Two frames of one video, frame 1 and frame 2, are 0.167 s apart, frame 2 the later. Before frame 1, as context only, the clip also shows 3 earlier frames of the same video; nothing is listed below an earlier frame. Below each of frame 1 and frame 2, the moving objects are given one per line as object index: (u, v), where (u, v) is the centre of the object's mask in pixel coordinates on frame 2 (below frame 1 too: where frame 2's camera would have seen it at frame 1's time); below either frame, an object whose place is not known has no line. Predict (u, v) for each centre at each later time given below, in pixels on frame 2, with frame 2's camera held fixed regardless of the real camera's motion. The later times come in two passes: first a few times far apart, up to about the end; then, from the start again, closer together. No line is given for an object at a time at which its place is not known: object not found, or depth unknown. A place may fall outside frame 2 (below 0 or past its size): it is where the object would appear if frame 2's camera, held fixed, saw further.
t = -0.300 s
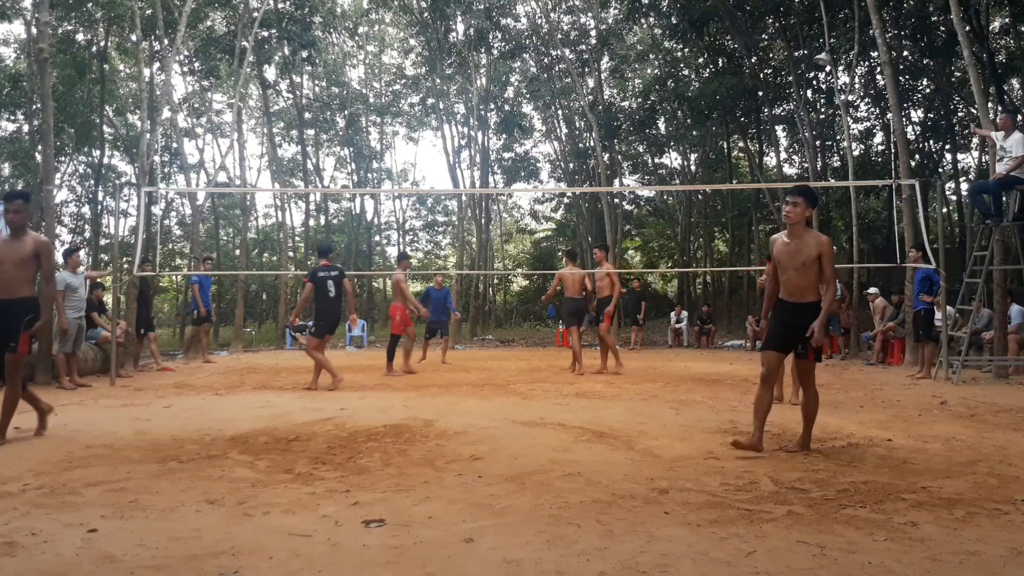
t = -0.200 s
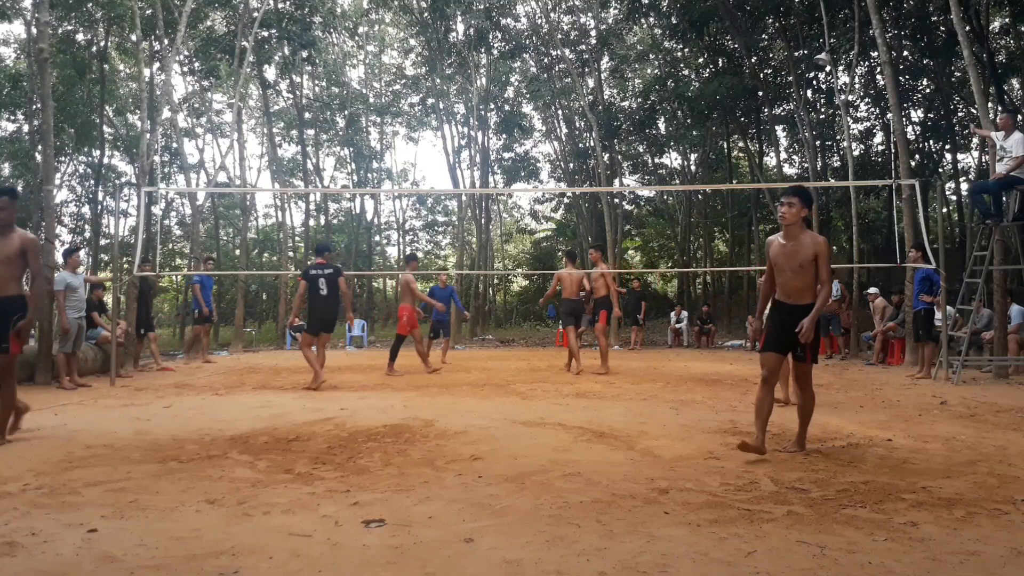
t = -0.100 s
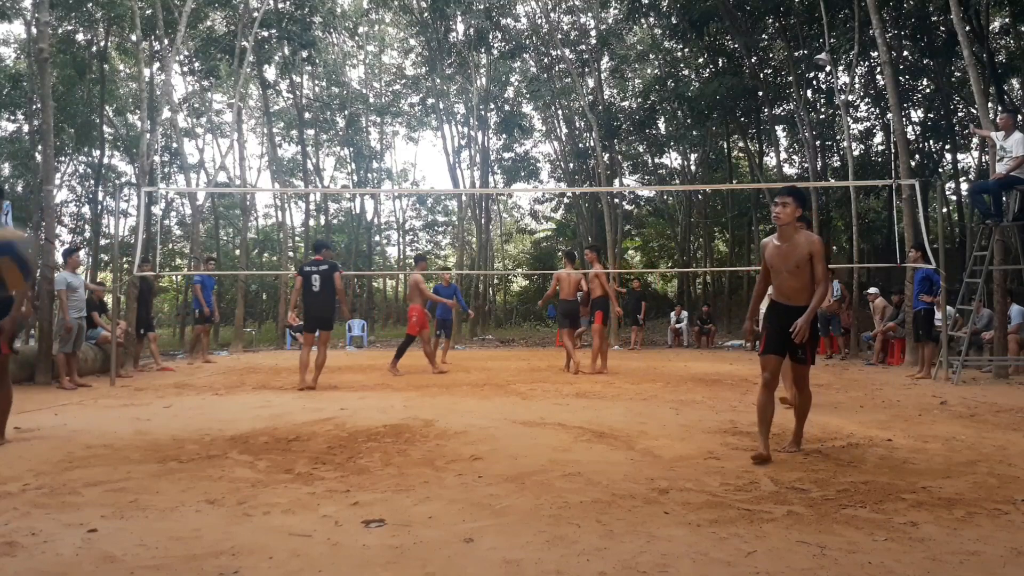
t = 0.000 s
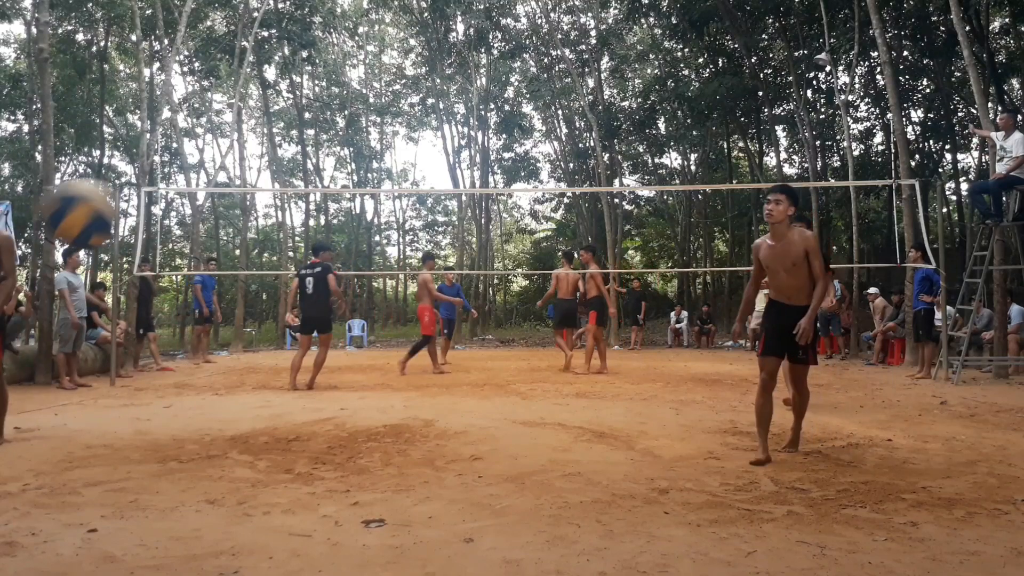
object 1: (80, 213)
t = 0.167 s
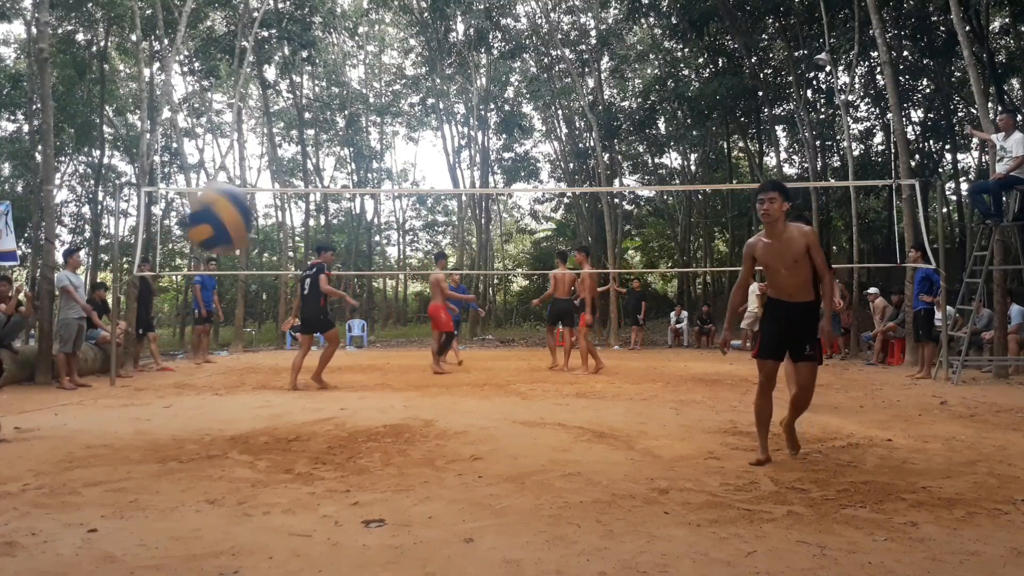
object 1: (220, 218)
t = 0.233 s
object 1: (275, 247)
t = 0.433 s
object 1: (434, 417)
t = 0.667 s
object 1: (624, 501)
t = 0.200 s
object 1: (246, 229)
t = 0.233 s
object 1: (275, 247)
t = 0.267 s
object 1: (304, 265)
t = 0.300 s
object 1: (332, 289)
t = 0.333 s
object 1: (355, 314)
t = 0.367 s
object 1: (381, 340)
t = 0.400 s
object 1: (407, 376)
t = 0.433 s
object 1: (434, 417)
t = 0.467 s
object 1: (460, 459)
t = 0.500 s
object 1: (485, 506)
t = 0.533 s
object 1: (507, 546)
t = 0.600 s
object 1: (567, 555)
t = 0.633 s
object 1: (593, 536)
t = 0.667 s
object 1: (624, 501)
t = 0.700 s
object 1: (655, 472)
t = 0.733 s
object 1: (681, 447)
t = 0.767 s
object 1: (712, 425)
